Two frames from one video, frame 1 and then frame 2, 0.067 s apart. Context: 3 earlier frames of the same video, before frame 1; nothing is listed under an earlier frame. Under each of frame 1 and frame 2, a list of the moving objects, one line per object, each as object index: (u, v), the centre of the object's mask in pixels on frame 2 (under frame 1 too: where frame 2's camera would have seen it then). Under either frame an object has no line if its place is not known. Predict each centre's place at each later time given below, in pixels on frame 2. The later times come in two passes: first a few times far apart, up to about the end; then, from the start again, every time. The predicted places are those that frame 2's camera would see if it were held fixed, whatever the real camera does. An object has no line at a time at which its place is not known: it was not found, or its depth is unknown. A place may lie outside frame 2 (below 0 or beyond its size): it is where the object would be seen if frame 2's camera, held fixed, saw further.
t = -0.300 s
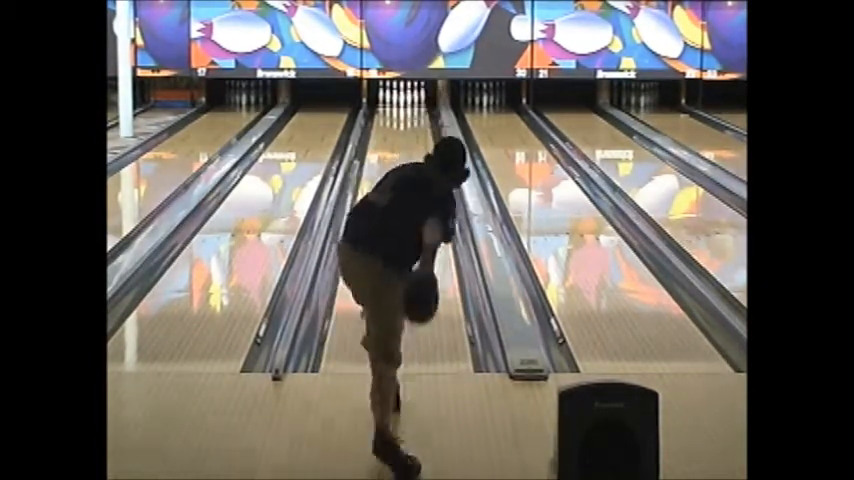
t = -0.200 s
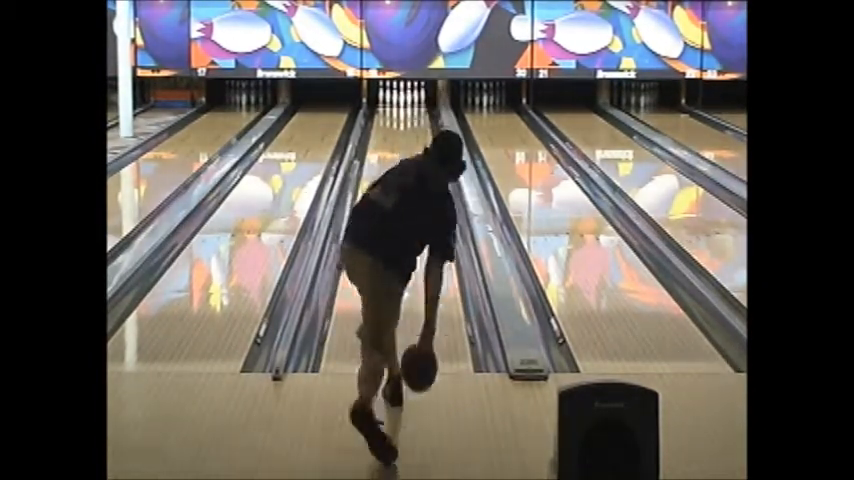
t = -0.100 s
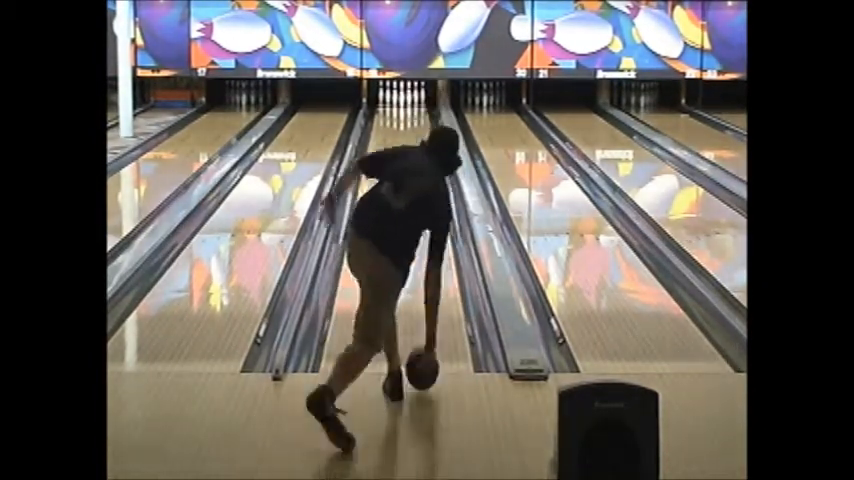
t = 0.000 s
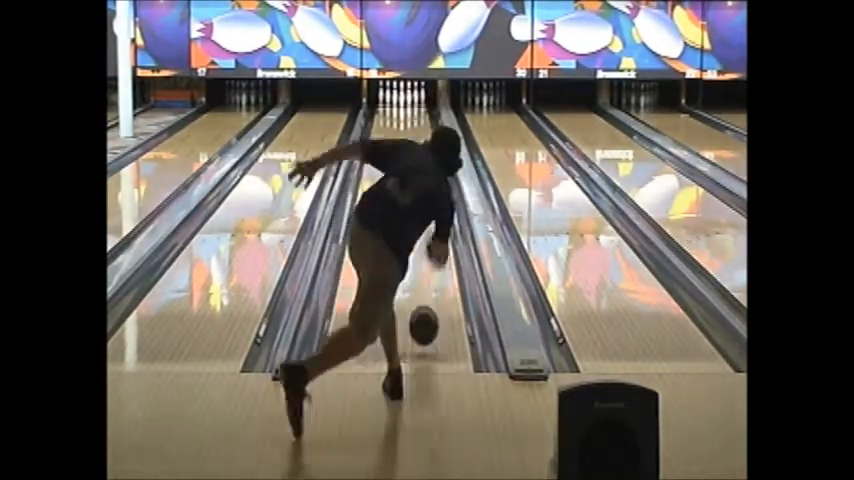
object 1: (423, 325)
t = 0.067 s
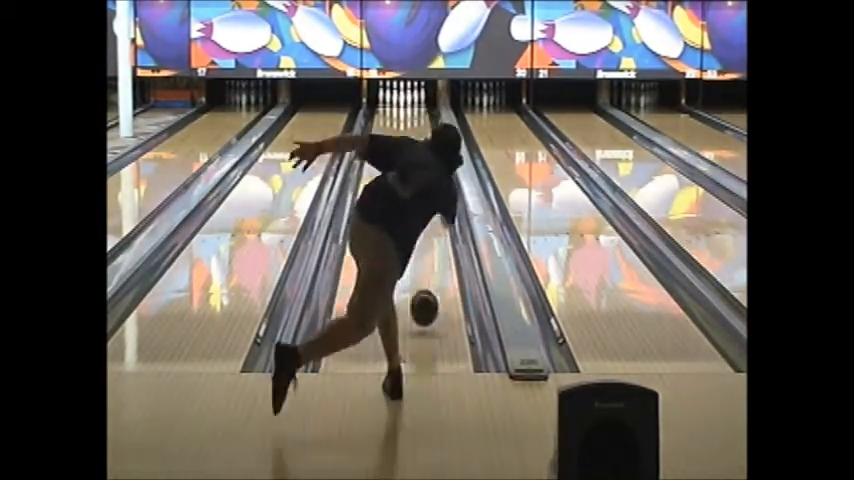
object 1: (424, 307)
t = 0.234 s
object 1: (425, 273)
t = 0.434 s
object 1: (427, 236)
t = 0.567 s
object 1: (427, 218)
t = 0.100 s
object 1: (424, 302)
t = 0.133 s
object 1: (424, 297)
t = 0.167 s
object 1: (424, 288)
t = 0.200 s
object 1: (425, 280)
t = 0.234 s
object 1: (425, 273)
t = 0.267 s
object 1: (425, 266)
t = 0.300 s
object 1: (426, 259)
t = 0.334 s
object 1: (426, 253)
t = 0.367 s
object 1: (427, 248)
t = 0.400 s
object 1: (427, 242)
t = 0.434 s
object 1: (427, 236)
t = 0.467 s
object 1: (427, 230)
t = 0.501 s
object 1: (427, 225)
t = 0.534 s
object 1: (427, 222)
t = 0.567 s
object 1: (427, 218)
